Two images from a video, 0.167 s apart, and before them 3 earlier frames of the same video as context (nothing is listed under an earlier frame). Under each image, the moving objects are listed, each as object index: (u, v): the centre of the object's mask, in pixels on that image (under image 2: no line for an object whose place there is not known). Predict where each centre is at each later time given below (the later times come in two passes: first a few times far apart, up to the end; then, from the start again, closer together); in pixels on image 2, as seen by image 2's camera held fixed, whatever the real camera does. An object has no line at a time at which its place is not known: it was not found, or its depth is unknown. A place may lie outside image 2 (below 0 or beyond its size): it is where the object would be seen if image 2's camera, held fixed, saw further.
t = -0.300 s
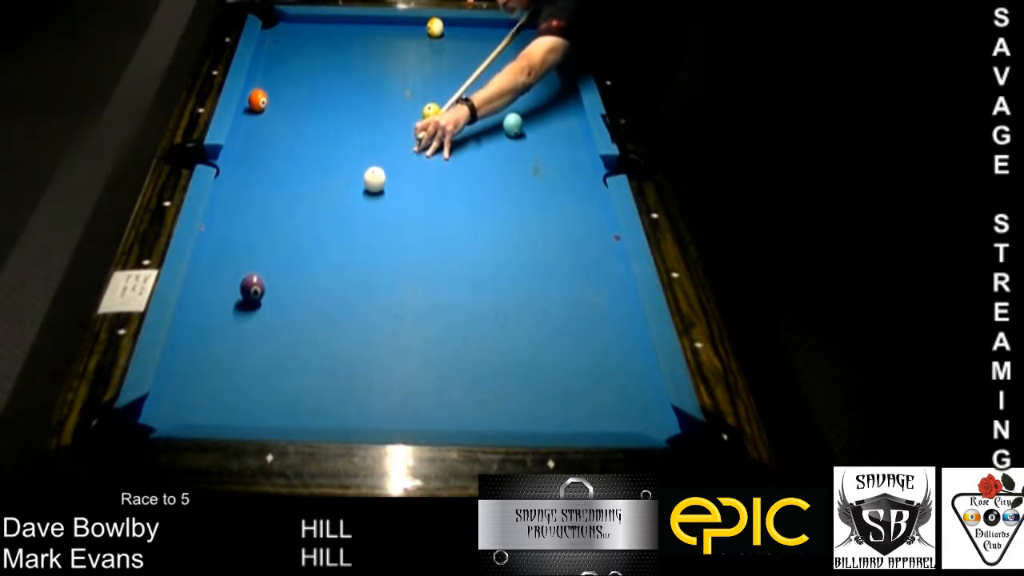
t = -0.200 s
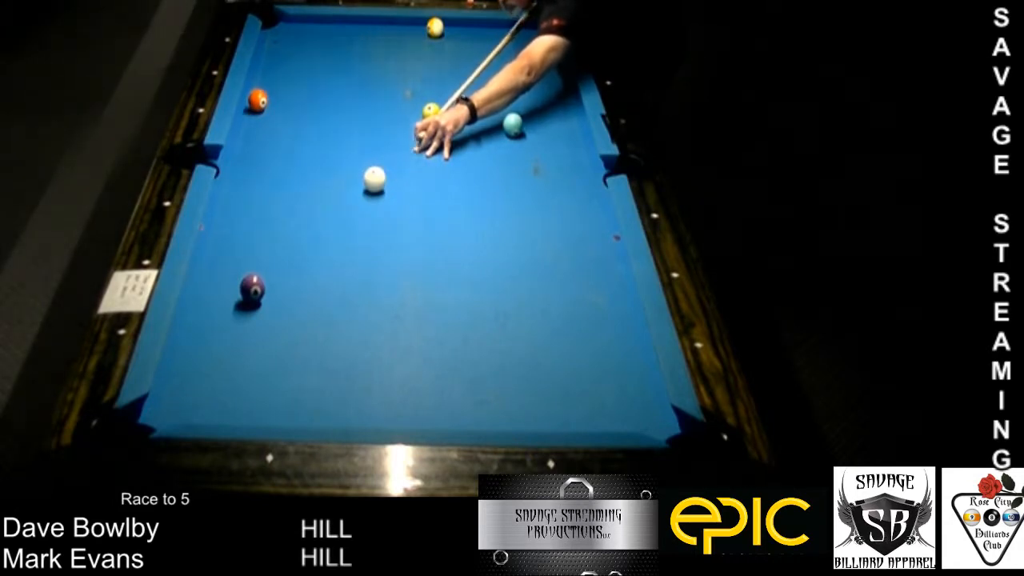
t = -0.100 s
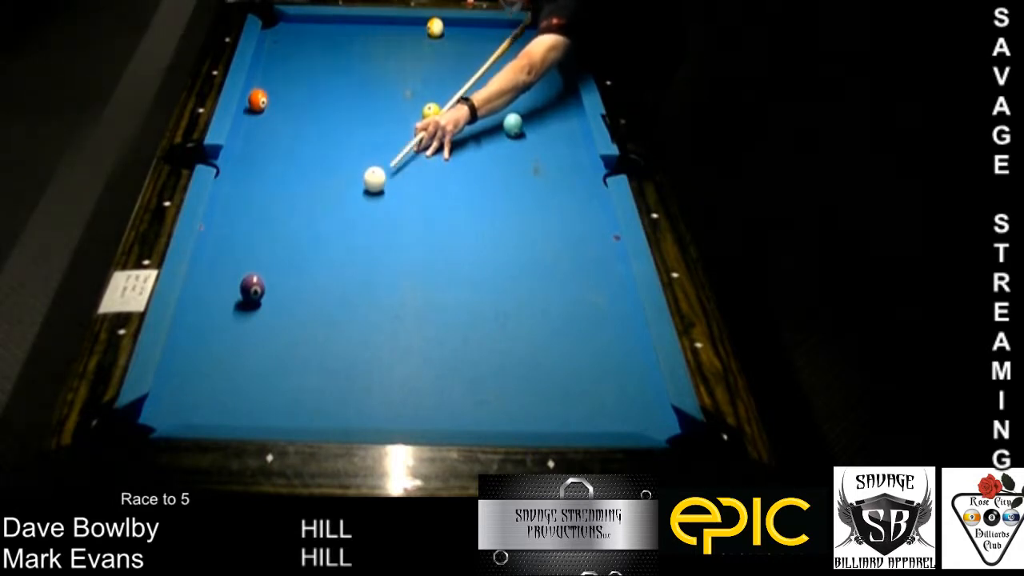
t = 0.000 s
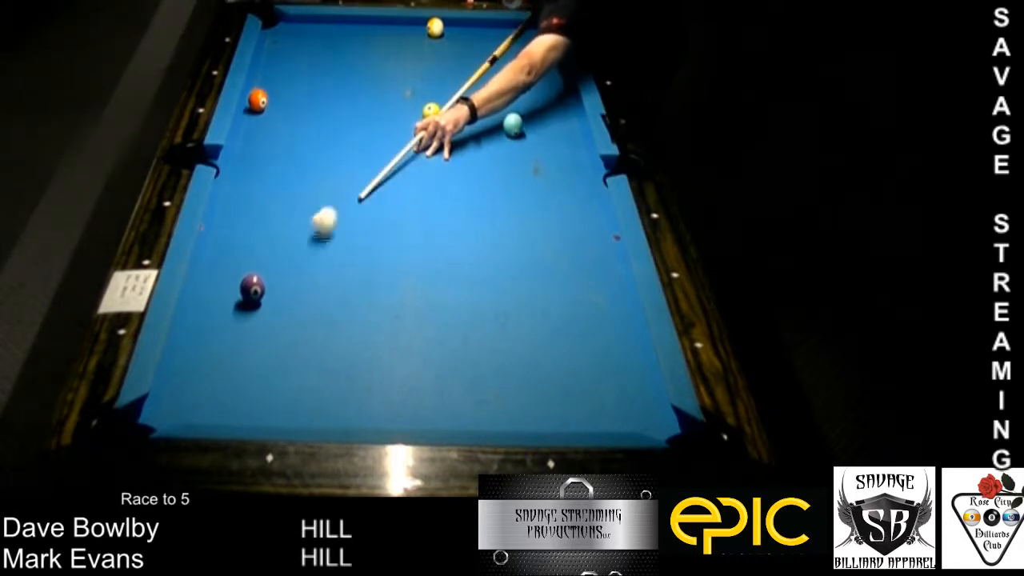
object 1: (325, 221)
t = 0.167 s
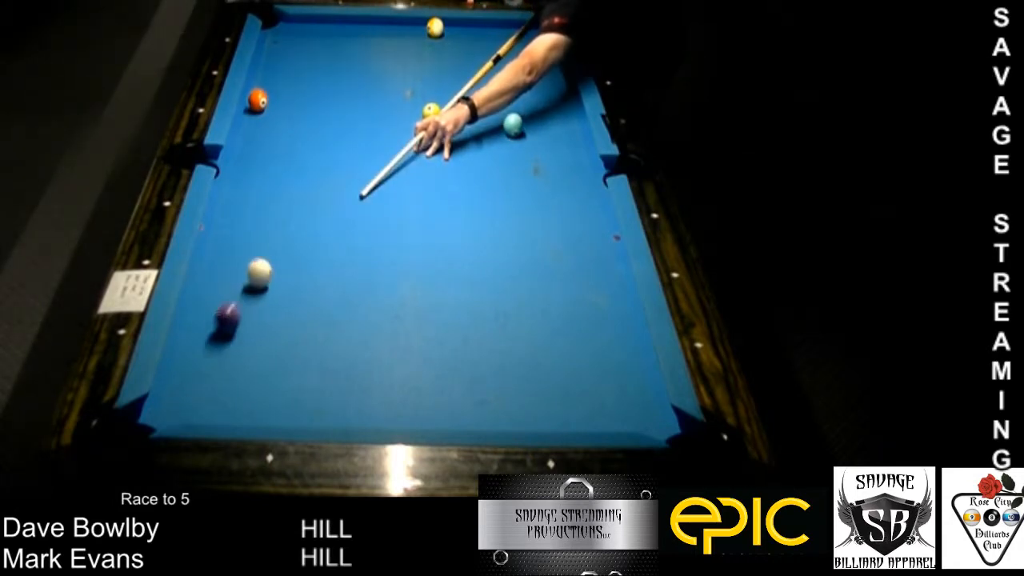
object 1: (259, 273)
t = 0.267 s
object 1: (254, 270)
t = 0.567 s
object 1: (235, 261)
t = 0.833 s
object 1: (222, 254)
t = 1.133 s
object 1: (210, 248)
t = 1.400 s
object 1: (209, 244)
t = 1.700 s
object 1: (215, 241)
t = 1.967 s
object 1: (218, 240)
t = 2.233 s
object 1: (218, 239)
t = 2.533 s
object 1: (218, 239)
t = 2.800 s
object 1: (218, 239)
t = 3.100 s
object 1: (218, 239)
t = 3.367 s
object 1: (218, 239)
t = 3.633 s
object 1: (218, 239)
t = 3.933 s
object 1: (218, 239)
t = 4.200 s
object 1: (218, 239)
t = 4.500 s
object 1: (218, 239)
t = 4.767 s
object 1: (218, 239)
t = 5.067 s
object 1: (218, 239)
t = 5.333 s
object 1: (218, 239)
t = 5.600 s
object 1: (218, 239)
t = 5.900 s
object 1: (218, 239)
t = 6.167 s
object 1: (218, 239)
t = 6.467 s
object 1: (218, 239)
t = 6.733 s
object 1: (218, 239)
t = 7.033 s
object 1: (218, 239)
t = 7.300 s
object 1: (218, 239)
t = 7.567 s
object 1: (219, 239)
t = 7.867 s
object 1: (218, 239)
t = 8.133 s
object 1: (218, 239)
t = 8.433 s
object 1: (218, 239)
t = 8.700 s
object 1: (218, 239)
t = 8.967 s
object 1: (219, 239)
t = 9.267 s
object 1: (218, 239)
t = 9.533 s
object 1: (218, 239)
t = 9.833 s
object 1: (218, 239)
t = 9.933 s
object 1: (218, 239)
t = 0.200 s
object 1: (258, 272)
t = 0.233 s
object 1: (256, 272)
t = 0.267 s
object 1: (254, 270)
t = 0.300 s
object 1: (252, 269)
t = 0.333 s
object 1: (249, 268)
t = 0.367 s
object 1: (248, 267)
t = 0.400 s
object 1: (244, 266)
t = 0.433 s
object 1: (242, 264)
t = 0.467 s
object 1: (241, 263)
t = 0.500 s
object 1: (239, 263)
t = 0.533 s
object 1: (237, 262)
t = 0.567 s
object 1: (235, 261)
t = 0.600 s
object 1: (234, 260)
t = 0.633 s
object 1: (232, 260)
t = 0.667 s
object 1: (230, 259)
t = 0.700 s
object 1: (229, 258)
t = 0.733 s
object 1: (227, 257)
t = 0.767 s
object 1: (225, 256)
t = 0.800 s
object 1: (223, 255)
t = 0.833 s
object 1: (222, 254)
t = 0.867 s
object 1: (220, 253)
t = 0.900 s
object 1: (219, 253)
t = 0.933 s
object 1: (217, 252)
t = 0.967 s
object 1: (216, 252)
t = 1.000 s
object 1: (215, 251)
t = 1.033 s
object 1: (214, 250)
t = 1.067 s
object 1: (213, 249)
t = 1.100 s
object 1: (212, 249)
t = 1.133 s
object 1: (210, 248)
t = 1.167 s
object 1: (209, 247)
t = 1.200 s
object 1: (207, 246)
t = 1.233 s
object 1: (206, 246)
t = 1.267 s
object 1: (206, 245)
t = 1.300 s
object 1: (207, 245)
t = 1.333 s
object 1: (207, 245)
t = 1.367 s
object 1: (208, 244)
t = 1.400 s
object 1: (209, 244)
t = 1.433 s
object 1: (210, 244)
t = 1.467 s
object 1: (210, 243)
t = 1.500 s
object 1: (211, 243)
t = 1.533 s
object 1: (212, 243)
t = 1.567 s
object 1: (213, 242)
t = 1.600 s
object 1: (213, 242)
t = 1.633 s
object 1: (214, 242)
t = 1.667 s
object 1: (215, 241)
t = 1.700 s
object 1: (215, 241)
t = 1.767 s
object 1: (216, 240)
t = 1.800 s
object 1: (216, 240)
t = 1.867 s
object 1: (217, 240)
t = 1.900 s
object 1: (217, 240)
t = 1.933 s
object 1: (217, 240)
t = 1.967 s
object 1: (218, 240)
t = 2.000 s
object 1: (218, 240)
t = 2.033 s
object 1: (218, 240)
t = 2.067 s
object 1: (218, 239)
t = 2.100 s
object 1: (218, 239)
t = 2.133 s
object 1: (218, 239)
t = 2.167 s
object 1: (218, 239)
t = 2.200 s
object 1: (218, 239)
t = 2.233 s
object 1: (218, 239)
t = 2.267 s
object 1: (218, 239)
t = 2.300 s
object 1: (218, 239)
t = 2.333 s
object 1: (218, 239)
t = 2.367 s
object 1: (218, 239)
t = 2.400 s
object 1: (218, 239)
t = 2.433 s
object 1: (218, 239)
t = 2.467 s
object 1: (218, 239)
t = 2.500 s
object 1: (218, 239)
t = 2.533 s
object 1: (218, 239)
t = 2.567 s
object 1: (218, 239)
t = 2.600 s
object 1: (218, 239)
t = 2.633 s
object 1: (218, 239)
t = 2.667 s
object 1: (218, 239)
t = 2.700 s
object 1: (218, 239)
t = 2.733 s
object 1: (218, 239)
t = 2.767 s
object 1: (218, 239)
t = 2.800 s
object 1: (218, 239)
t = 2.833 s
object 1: (218, 239)
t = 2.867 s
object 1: (218, 239)
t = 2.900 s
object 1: (218, 239)
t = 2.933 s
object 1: (218, 239)
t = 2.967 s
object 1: (218, 239)
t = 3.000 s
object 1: (218, 239)
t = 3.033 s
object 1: (218, 239)
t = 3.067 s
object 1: (218, 239)
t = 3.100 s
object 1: (218, 239)
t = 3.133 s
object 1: (218, 239)
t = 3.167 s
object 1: (218, 239)
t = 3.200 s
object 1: (218, 239)
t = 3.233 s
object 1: (218, 239)
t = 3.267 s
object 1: (218, 239)
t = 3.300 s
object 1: (218, 239)
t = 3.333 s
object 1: (218, 239)
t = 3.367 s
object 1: (218, 239)
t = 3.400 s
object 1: (218, 239)
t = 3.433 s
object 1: (218, 239)
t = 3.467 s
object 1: (218, 239)
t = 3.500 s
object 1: (218, 239)
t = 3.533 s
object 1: (218, 239)
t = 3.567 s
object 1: (218, 239)
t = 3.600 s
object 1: (218, 239)
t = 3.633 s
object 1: (218, 239)
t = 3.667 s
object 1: (218, 239)
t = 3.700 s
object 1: (218, 239)
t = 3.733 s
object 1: (218, 239)
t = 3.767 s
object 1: (218, 239)
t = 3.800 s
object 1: (218, 239)
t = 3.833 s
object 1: (218, 239)
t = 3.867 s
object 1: (218, 239)
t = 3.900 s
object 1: (218, 239)
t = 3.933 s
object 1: (218, 239)
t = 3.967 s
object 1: (218, 239)
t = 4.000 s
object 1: (218, 239)
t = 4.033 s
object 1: (218, 239)
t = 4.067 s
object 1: (218, 239)
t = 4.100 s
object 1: (218, 239)
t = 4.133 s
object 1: (218, 239)
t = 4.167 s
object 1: (218, 239)
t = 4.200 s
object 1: (218, 239)
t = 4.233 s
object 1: (218, 239)
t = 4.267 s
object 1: (218, 239)
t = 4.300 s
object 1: (218, 239)
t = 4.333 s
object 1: (218, 239)
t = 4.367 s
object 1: (218, 239)
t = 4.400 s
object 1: (218, 239)
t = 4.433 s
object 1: (218, 239)
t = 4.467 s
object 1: (218, 239)
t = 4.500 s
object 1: (218, 239)
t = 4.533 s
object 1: (218, 239)
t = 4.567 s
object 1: (218, 239)
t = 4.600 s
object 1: (218, 239)
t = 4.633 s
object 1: (218, 239)
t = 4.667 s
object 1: (218, 239)
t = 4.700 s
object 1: (218, 239)
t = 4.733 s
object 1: (218, 239)
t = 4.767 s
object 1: (218, 239)
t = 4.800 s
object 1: (218, 239)
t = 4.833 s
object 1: (218, 239)
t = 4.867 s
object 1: (218, 239)
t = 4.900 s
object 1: (218, 239)
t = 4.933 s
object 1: (218, 239)
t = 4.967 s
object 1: (218, 239)
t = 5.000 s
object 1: (218, 239)
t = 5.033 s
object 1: (218, 239)
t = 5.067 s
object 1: (218, 239)
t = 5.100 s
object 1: (218, 239)
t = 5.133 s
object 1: (218, 239)
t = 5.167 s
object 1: (218, 239)
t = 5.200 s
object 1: (218, 239)
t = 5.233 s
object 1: (218, 239)
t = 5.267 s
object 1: (218, 239)
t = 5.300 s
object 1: (218, 239)
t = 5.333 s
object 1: (218, 239)
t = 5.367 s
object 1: (218, 239)
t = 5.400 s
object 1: (218, 239)
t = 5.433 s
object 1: (218, 239)
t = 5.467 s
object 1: (218, 239)
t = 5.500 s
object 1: (218, 239)
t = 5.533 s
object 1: (218, 239)
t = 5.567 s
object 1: (218, 239)
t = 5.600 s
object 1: (218, 239)
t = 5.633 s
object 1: (218, 239)
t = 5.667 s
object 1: (218, 239)
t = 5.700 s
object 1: (218, 239)
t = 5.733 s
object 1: (218, 239)
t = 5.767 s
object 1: (218, 239)
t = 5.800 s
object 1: (218, 239)
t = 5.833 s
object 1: (218, 239)
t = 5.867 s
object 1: (218, 239)
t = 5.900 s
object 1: (218, 239)
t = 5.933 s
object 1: (218, 239)
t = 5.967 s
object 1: (218, 239)
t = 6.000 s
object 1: (218, 239)
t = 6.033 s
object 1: (218, 239)
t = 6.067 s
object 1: (218, 239)
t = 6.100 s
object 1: (218, 239)
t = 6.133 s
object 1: (218, 239)
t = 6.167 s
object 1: (218, 239)
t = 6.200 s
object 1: (218, 239)
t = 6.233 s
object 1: (218, 239)
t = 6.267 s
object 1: (218, 239)
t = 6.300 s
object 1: (218, 239)
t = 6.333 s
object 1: (218, 239)
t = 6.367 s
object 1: (218, 239)
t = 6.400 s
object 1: (218, 239)
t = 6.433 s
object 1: (218, 239)
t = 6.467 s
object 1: (218, 239)
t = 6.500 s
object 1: (218, 239)
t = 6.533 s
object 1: (218, 239)
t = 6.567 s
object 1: (219, 239)
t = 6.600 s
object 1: (218, 239)
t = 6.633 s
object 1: (219, 239)
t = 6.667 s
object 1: (218, 239)
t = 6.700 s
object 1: (218, 239)
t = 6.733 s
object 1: (218, 239)
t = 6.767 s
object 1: (218, 239)
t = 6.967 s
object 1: (223, 236)
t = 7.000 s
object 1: (218, 239)
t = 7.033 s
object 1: (218, 239)
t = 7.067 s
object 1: (218, 239)
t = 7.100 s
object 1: (219, 238)
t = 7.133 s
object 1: (219, 239)
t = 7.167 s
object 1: (218, 239)
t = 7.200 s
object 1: (218, 239)
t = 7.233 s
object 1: (219, 239)
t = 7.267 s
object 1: (218, 239)
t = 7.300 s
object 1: (218, 239)
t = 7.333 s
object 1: (219, 239)
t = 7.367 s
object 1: (219, 239)
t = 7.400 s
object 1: (218, 239)
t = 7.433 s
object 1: (219, 239)
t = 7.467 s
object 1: (219, 239)
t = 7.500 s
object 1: (219, 239)
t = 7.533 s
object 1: (219, 239)
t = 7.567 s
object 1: (219, 239)
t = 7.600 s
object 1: (219, 239)
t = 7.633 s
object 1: (219, 239)
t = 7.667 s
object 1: (219, 239)
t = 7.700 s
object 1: (219, 239)
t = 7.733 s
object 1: (219, 239)
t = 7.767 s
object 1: (219, 239)
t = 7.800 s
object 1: (218, 239)
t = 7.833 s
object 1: (218, 239)
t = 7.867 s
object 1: (218, 239)
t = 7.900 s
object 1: (218, 239)
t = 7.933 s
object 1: (218, 239)
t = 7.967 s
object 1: (218, 239)
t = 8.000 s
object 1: (218, 239)
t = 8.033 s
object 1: (218, 239)
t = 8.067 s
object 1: (218, 239)
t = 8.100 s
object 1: (218, 239)
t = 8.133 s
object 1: (218, 239)
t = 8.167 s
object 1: (218, 239)
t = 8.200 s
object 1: (218, 239)
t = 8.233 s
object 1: (218, 239)
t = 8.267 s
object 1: (218, 239)
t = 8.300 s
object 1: (218, 239)
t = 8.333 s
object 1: (218, 239)
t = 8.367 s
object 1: (218, 239)
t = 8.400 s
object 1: (218, 239)
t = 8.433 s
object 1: (218, 239)
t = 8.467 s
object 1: (218, 239)
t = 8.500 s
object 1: (218, 239)
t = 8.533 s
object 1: (218, 239)
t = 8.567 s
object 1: (218, 239)
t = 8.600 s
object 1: (218, 239)
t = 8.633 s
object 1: (218, 239)
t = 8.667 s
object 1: (218, 239)
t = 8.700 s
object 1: (218, 239)
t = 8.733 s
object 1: (218, 239)
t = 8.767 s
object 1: (218, 239)
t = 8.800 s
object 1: (218, 239)
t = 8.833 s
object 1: (219, 239)
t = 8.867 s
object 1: (219, 239)
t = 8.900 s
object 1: (219, 239)
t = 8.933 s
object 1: (219, 239)
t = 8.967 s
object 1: (219, 239)
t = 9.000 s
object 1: (218, 239)
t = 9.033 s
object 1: (218, 239)
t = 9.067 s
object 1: (218, 239)
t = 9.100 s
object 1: (218, 239)
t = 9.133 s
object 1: (218, 239)
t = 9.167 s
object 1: (218, 239)
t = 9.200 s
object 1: (218, 239)
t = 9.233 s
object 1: (218, 239)
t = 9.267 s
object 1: (218, 239)
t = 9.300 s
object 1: (218, 239)
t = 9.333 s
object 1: (218, 239)
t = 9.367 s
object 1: (218, 239)
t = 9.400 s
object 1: (218, 239)
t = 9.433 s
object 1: (218, 239)
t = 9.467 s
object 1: (218, 239)
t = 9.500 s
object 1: (218, 239)
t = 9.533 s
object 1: (218, 239)
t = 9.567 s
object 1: (218, 239)
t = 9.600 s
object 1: (218, 239)
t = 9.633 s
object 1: (218, 239)
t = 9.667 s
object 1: (218, 239)
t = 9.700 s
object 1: (218, 239)
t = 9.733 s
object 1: (218, 239)
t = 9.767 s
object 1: (218, 239)
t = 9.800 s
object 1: (218, 239)
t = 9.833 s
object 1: (218, 239)
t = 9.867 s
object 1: (218, 239)
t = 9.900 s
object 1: (218, 239)
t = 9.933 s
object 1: (218, 239)
